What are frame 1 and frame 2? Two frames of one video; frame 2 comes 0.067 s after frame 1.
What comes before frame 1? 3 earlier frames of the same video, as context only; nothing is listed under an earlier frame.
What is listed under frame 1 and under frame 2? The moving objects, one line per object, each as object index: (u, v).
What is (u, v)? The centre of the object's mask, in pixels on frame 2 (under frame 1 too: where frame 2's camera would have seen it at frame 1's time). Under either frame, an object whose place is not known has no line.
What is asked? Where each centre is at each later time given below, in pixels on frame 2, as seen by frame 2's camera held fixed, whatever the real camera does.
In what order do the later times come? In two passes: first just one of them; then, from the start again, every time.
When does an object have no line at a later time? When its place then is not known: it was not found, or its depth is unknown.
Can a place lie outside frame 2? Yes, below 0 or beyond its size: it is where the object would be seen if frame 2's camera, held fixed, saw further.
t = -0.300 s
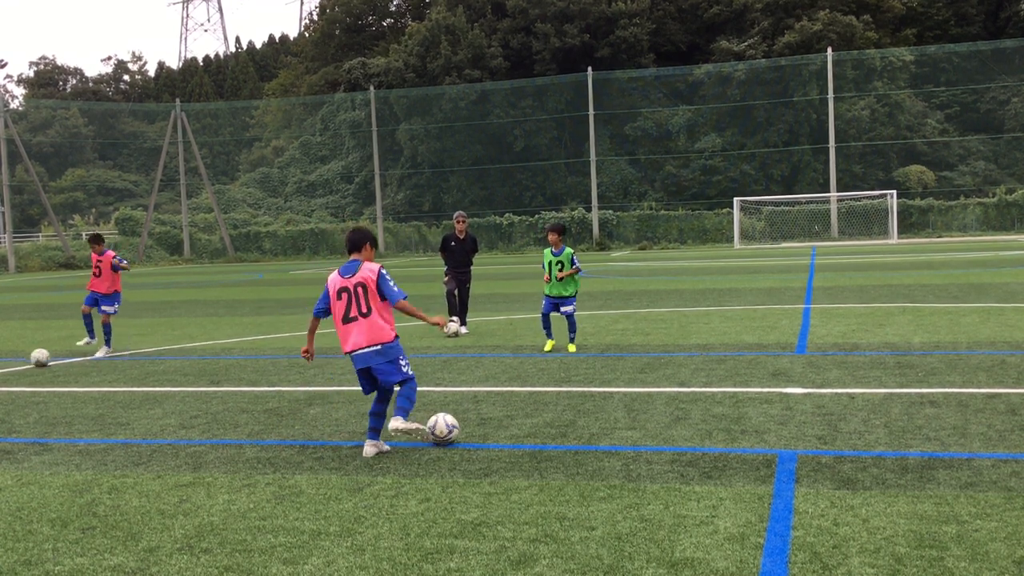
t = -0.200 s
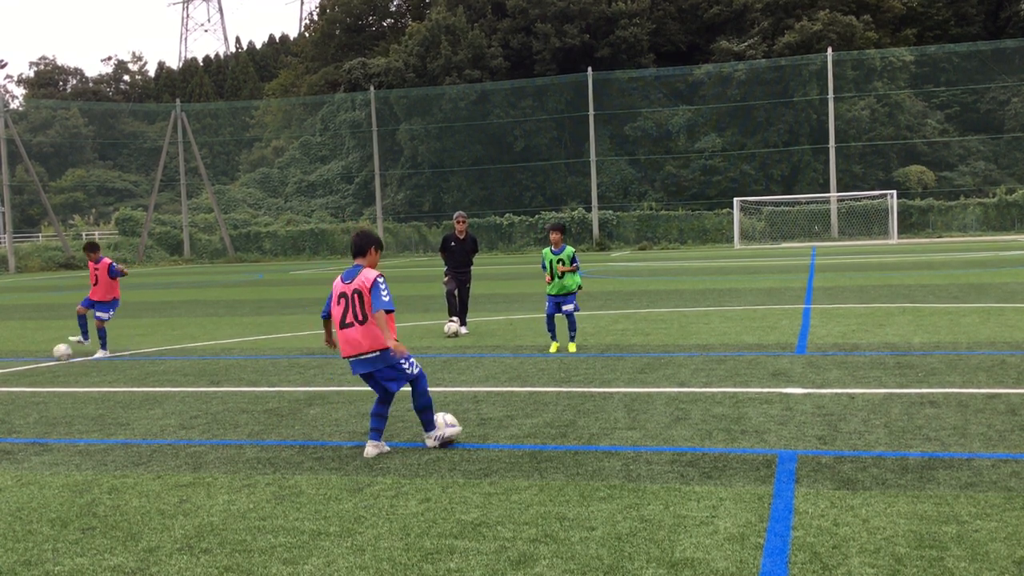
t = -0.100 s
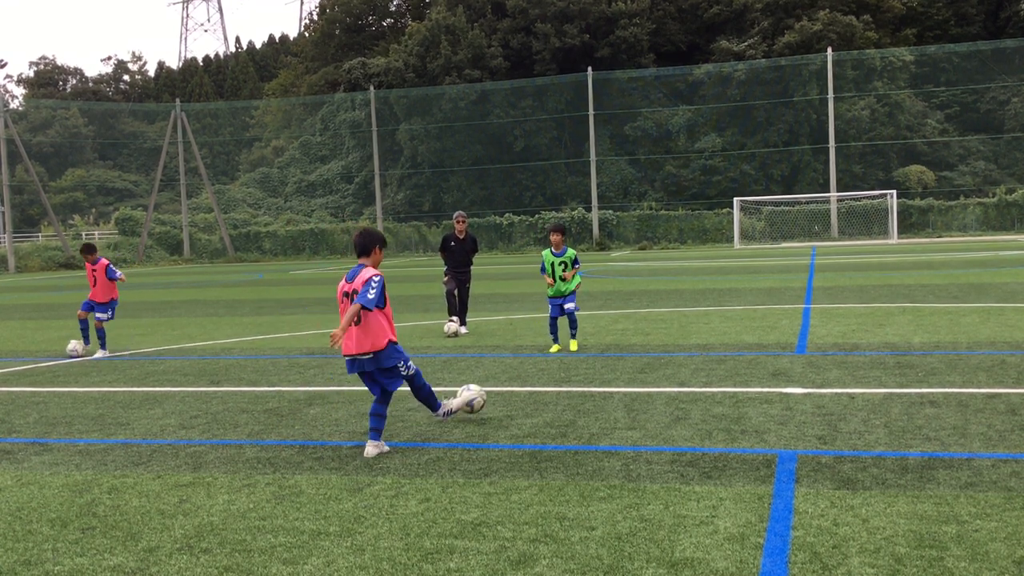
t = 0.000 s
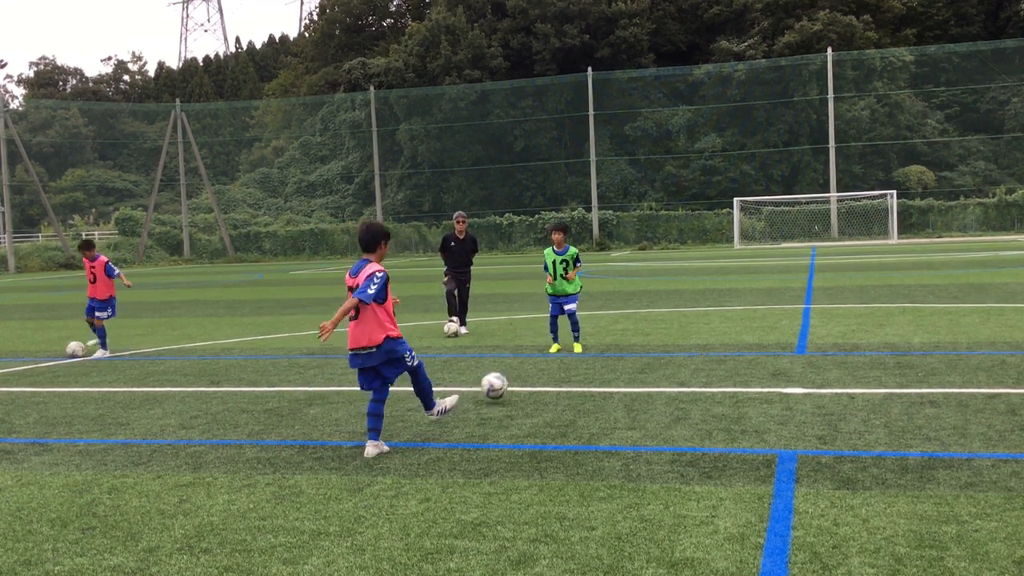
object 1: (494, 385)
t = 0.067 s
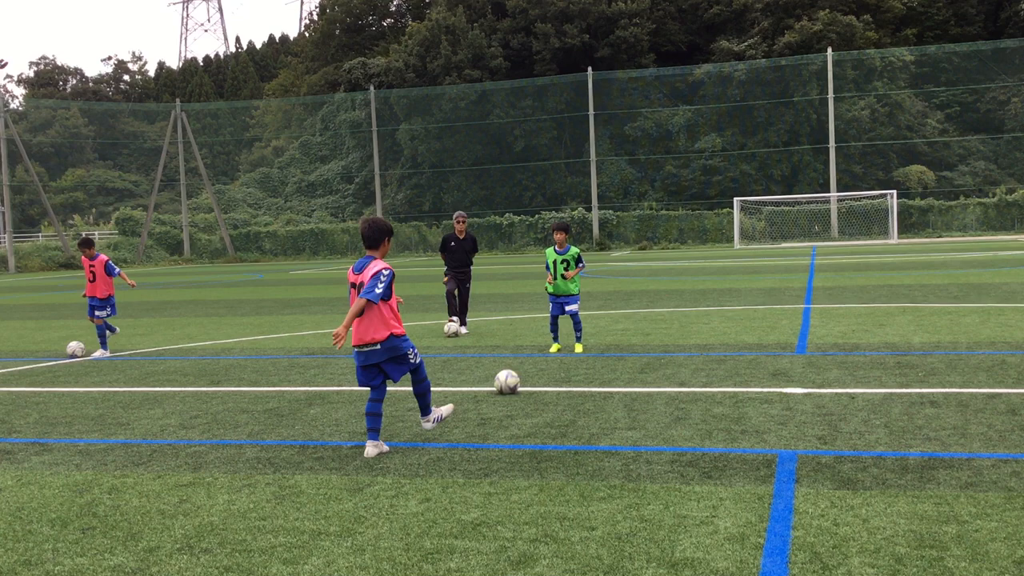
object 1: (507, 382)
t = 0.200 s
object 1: (522, 362)
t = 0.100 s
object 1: (511, 375)
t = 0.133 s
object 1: (515, 369)
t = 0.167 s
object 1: (518, 365)
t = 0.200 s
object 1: (522, 362)
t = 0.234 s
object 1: (526, 361)
